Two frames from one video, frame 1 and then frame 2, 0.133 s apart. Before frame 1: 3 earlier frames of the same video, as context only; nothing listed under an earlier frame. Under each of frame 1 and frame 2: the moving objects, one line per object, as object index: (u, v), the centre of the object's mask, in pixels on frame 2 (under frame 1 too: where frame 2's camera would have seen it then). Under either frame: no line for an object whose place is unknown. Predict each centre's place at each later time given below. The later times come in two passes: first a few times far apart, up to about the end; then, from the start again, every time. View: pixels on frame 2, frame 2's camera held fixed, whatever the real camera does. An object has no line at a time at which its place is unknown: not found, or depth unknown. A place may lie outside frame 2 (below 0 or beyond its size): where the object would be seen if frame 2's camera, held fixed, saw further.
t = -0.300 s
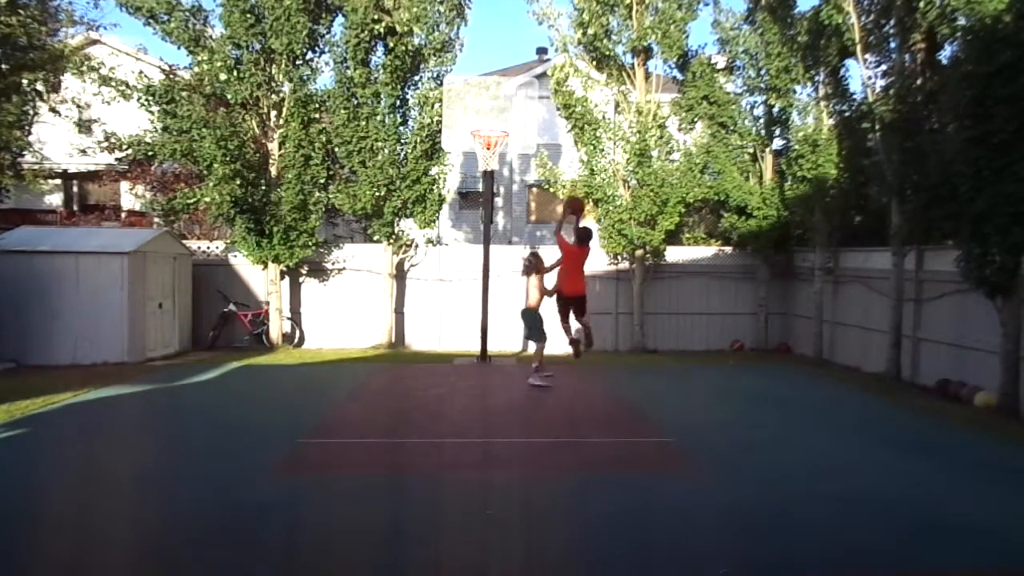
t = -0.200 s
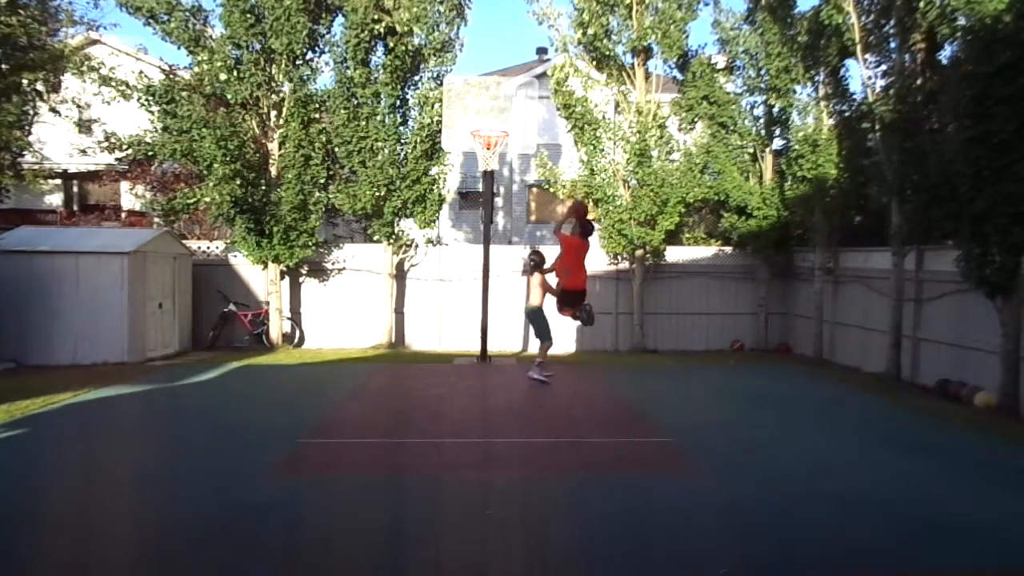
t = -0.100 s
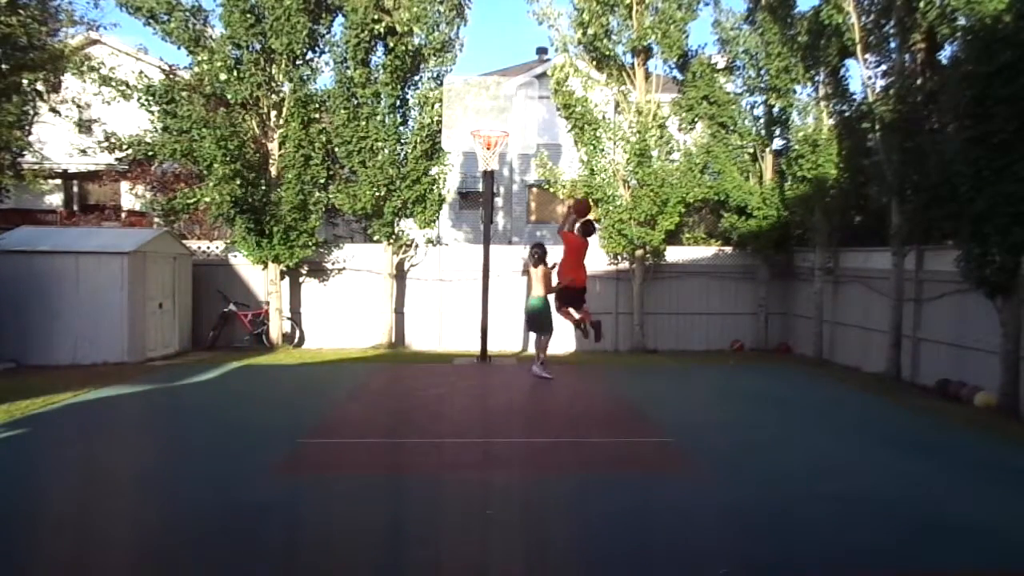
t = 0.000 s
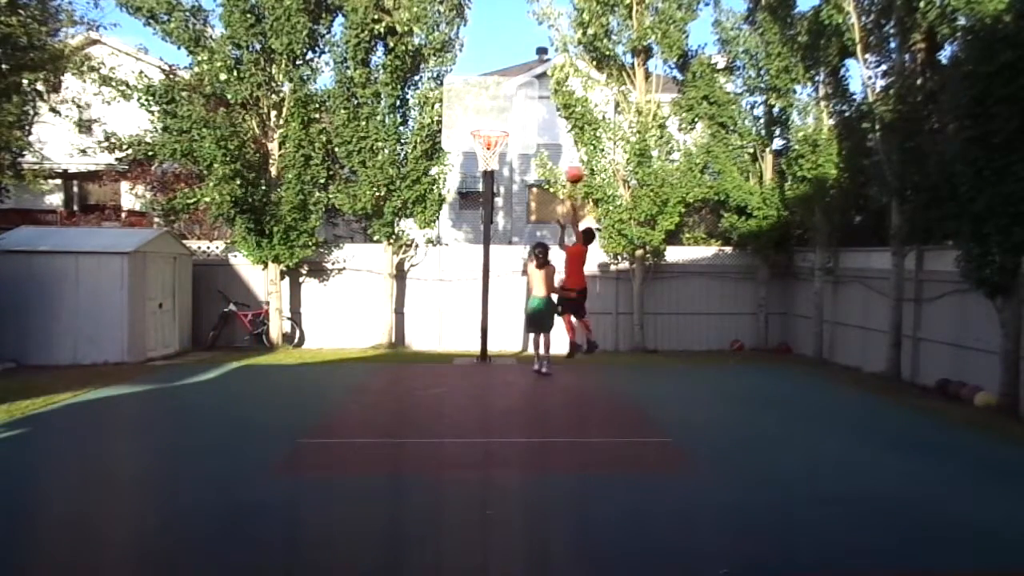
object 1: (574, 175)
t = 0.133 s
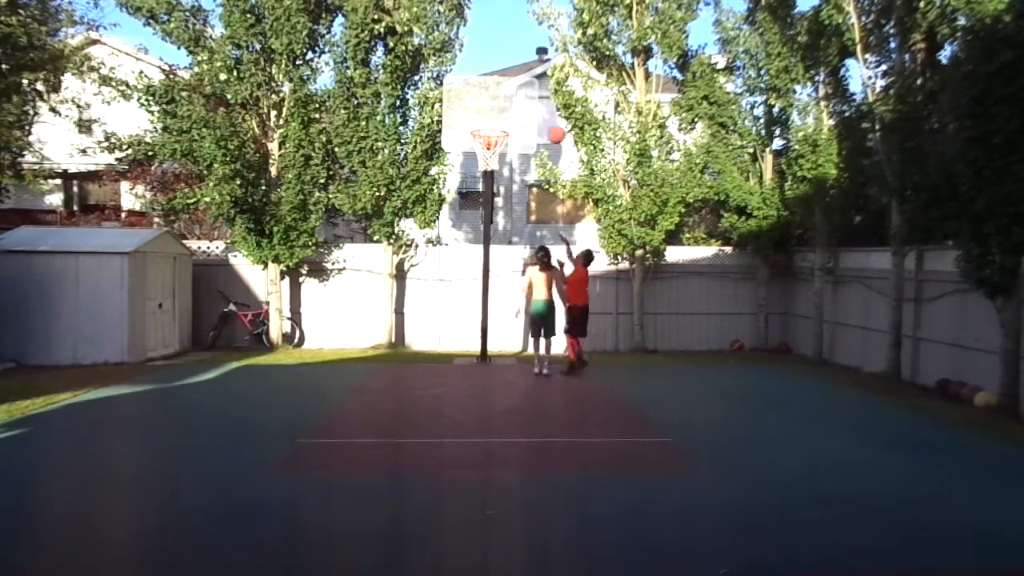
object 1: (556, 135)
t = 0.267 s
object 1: (538, 109)
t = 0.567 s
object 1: (500, 102)
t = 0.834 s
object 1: (474, 119)
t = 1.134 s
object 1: (460, 135)
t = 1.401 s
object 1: (438, 196)
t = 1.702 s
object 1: (416, 329)
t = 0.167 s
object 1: (552, 126)
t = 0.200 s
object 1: (548, 119)
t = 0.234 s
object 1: (543, 113)
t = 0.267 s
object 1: (538, 109)
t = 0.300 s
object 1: (533, 104)
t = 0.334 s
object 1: (530, 101)
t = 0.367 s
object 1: (525, 98)
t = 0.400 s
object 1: (522, 97)
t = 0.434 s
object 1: (517, 96)
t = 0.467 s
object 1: (512, 97)
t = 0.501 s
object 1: (508, 97)
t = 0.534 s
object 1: (504, 99)
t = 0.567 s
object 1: (500, 102)
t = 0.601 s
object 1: (496, 105)
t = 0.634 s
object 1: (491, 109)
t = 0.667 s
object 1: (487, 115)
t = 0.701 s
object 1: (483, 120)
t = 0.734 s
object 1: (479, 125)
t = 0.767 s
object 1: (477, 124)
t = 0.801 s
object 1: (475, 121)
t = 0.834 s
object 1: (474, 119)
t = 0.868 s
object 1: (473, 118)
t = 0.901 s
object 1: (472, 118)
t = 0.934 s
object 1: (470, 118)
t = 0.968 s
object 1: (469, 119)
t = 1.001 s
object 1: (467, 121)
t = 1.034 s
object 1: (466, 124)
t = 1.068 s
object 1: (464, 127)
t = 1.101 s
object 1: (462, 131)
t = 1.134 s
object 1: (460, 135)
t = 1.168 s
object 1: (457, 140)
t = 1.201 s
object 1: (455, 145)
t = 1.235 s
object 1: (452, 152)
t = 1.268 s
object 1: (449, 159)
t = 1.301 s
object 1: (446, 167)
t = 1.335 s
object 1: (444, 176)
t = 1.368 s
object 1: (441, 187)
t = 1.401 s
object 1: (438, 196)
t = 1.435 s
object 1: (436, 207)
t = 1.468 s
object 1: (433, 220)
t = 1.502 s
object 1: (431, 234)
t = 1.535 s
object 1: (428, 247)
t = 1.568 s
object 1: (426, 262)
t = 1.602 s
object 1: (423, 278)
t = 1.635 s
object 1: (420, 294)
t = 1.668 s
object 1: (418, 311)
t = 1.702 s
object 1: (416, 329)
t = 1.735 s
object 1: (413, 348)
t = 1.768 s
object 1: (411, 367)
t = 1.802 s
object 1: (408, 352)
